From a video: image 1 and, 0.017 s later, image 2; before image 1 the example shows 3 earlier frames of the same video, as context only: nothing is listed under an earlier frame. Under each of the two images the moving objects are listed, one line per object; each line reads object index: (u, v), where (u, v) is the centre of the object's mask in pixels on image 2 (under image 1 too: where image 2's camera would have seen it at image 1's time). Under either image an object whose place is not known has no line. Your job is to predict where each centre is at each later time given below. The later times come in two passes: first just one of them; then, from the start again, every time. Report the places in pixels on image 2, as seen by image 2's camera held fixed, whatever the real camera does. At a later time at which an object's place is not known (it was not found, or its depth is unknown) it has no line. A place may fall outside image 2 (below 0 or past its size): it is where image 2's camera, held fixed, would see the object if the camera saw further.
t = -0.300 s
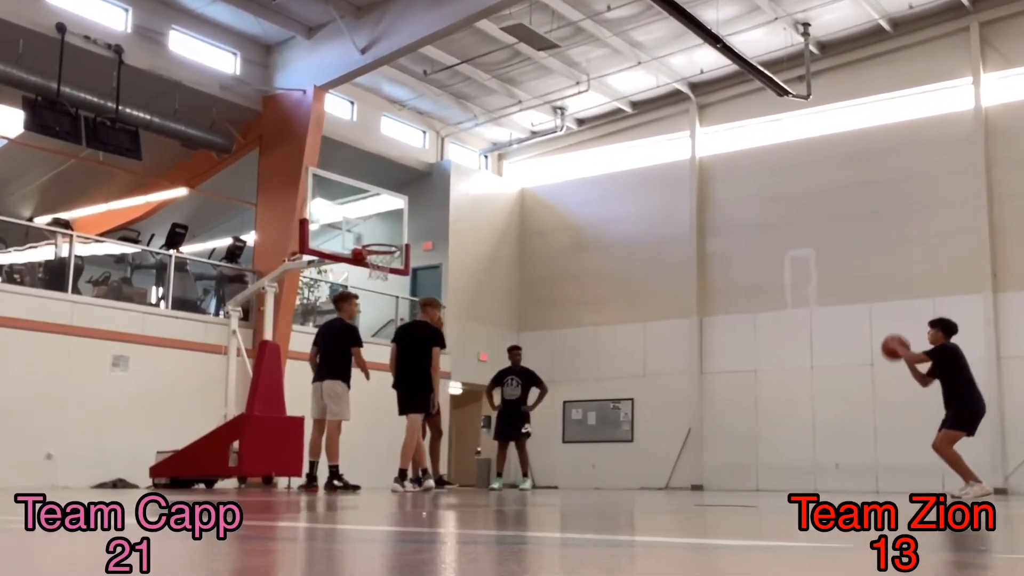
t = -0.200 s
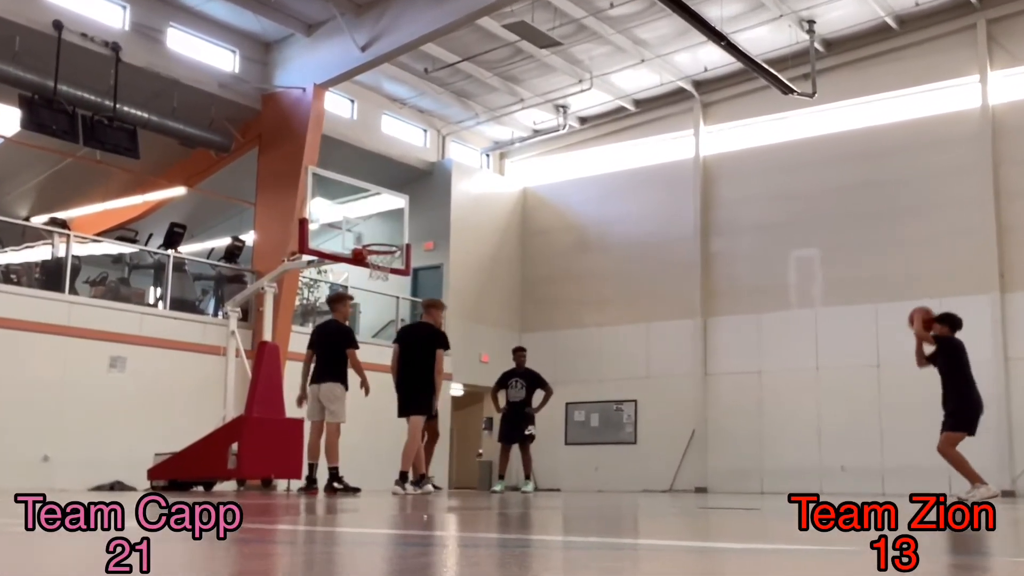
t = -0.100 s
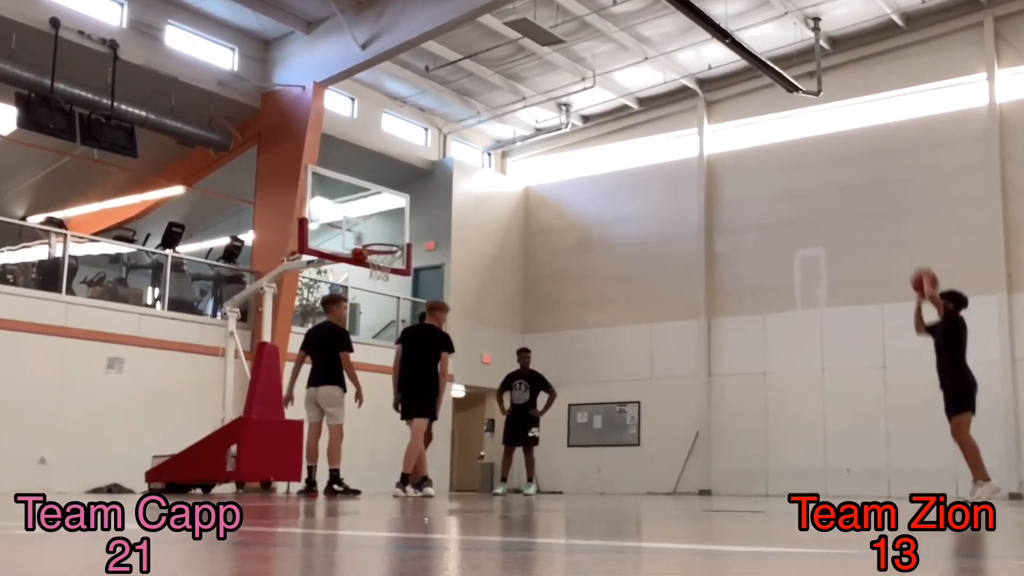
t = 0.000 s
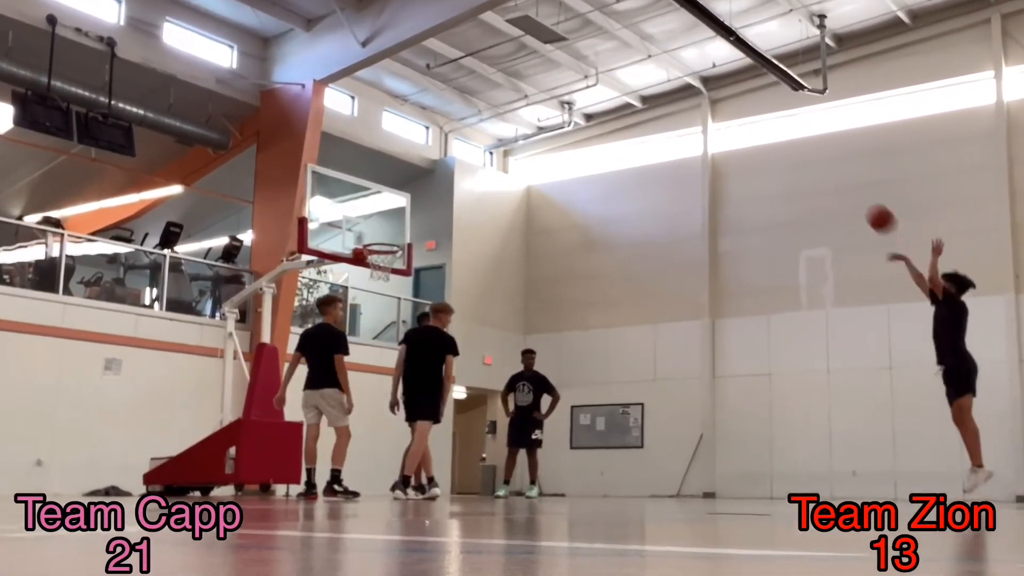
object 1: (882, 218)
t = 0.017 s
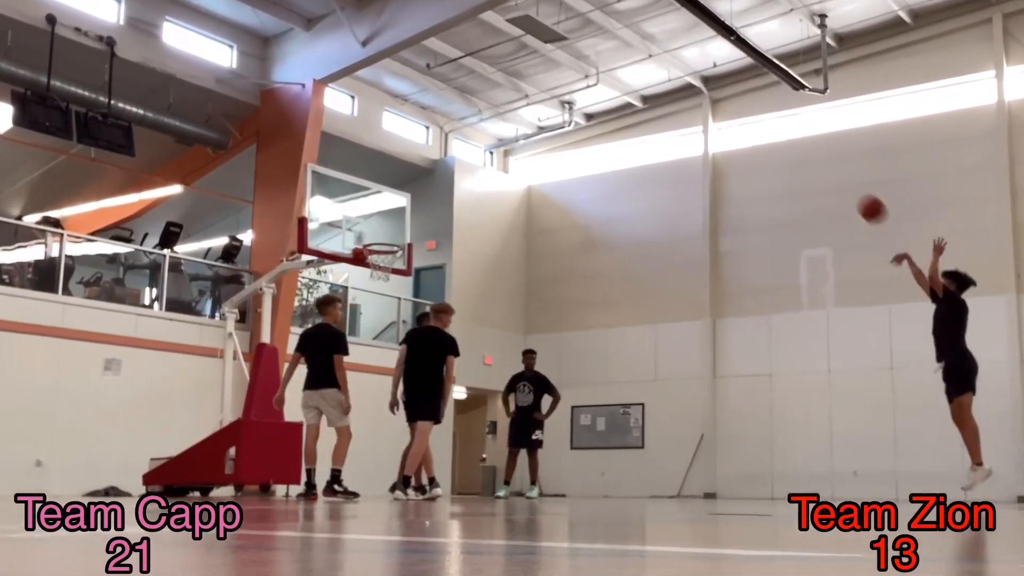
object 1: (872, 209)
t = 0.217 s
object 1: (764, 121)
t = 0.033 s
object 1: (862, 200)
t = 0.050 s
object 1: (852, 191)
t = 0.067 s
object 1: (842, 183)
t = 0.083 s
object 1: (833, 175)
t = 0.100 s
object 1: (824, 167)
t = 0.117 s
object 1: (815, 160)
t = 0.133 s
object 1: (806, 154)
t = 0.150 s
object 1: (798, 148)
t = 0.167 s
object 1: (790, 143)
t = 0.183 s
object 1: (781, 136)
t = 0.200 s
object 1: (773, 127)
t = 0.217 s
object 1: (764, 121)
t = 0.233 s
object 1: (756, 115)
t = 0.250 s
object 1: (748, 112)
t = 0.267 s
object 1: (740, 108)
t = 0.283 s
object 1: (732, 105)
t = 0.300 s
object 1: (724, 101)
